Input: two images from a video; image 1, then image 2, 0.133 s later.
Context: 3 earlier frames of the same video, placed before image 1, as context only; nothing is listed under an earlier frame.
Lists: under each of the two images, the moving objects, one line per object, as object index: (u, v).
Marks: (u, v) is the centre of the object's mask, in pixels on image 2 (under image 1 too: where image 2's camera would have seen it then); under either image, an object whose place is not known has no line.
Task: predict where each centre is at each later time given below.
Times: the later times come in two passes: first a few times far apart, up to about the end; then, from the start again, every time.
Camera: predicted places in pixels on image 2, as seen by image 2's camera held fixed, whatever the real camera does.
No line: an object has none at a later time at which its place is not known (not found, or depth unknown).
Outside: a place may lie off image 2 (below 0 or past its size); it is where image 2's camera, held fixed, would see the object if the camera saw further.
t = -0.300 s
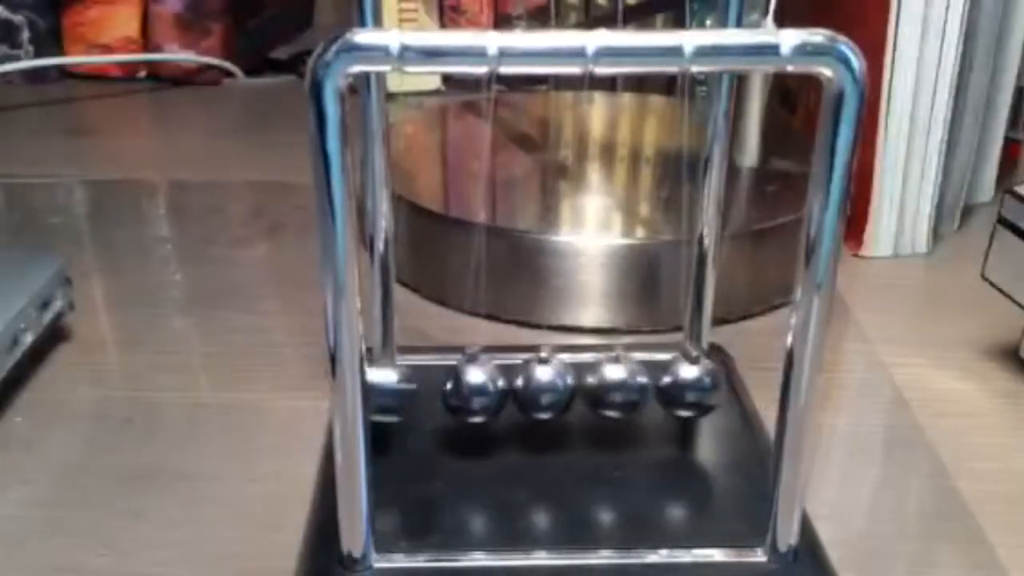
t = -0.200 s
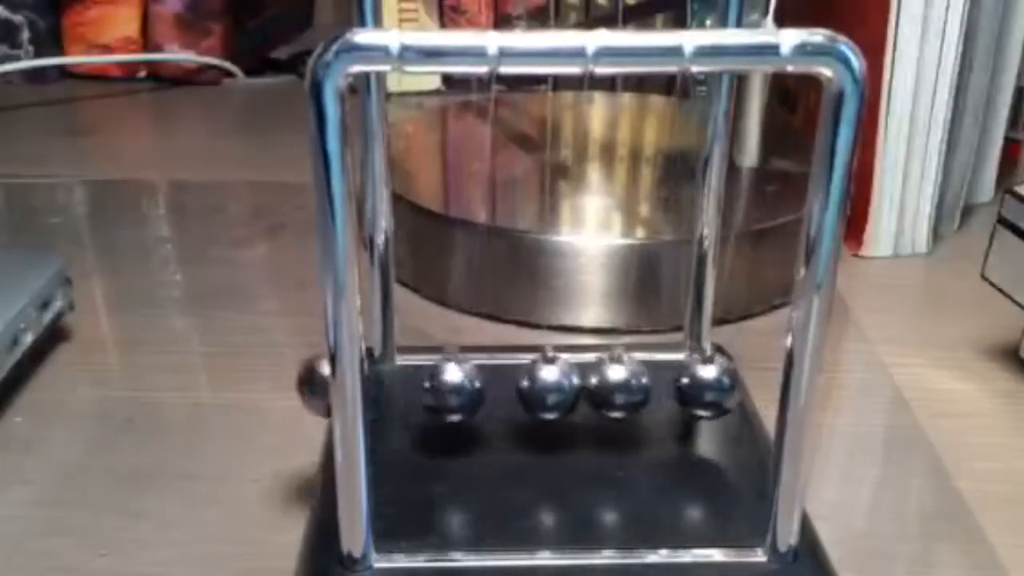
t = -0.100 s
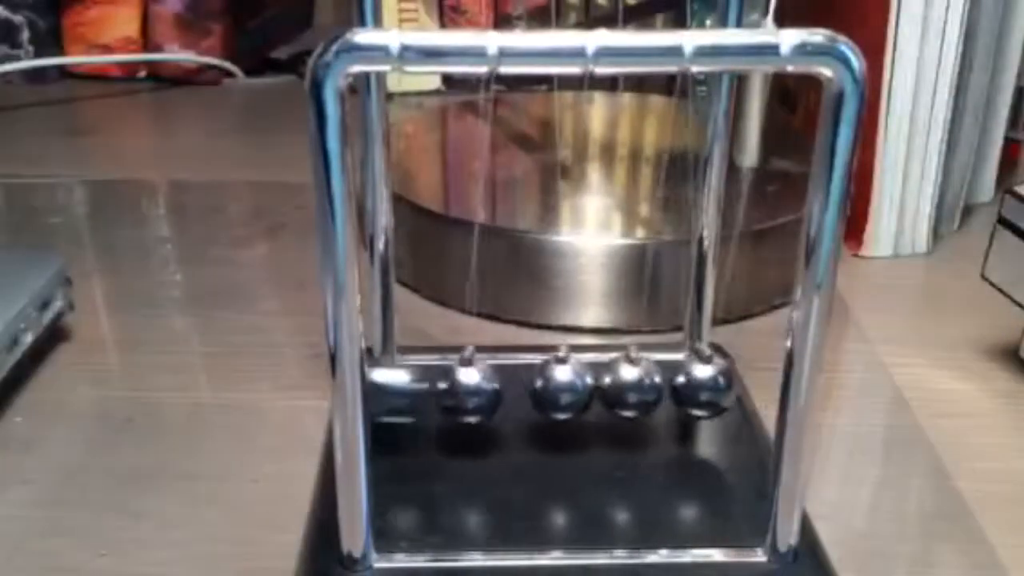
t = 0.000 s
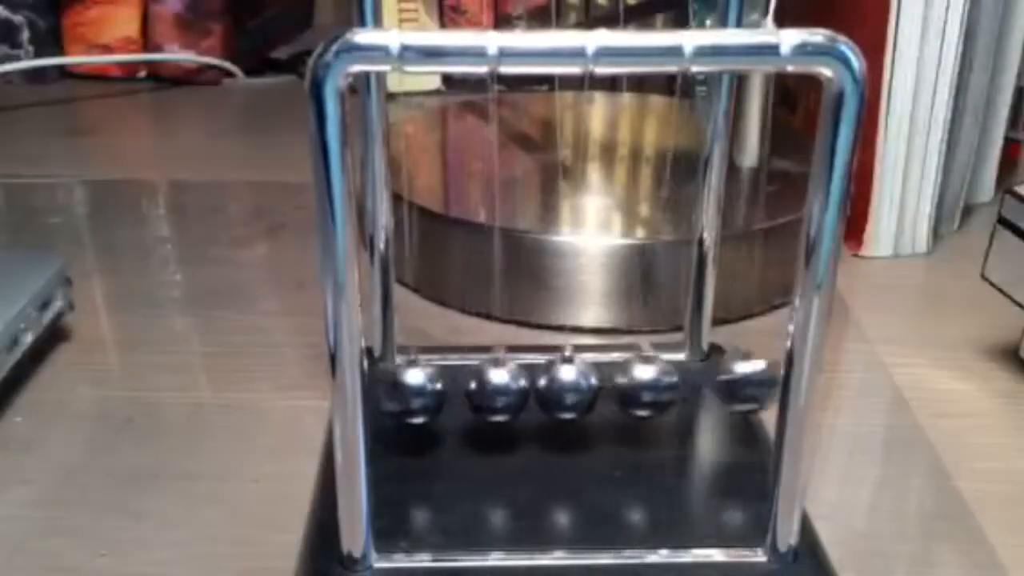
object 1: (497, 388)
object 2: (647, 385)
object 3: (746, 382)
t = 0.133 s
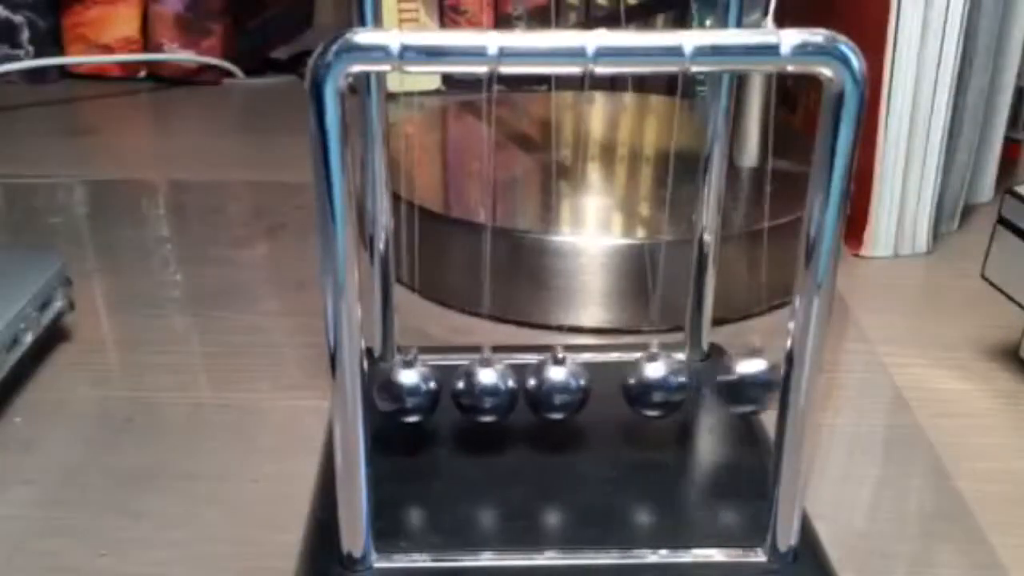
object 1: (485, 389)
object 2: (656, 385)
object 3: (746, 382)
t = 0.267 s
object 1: (468, 389)
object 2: (616, 386)
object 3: (698, 387)
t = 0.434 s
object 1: (467, 388)
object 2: (626, 386)
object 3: (696, 387)
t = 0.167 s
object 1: (483, 388)
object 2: (645, 387)
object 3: (717, 382)
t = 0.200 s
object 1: (481, 389)
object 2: (624, 387)
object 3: (698, 386)
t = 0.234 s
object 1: (478, 388)
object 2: (618, 387)
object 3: (695, 387)
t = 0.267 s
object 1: (468, 389)
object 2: (616, 386)
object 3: (698, 387)
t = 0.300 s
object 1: (459, 389)
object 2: (616, 386)
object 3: (700, 387)
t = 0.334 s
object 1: (453, 388)
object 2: (617, 386)
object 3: (702, 386)
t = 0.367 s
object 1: (453, 388)
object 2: (620, 385)
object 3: (700, 386)
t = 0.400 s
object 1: (457, 388)
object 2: (624, 386)
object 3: (698, 387)
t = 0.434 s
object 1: (467, 388)
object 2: (626, 386)
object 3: (696, 387)
